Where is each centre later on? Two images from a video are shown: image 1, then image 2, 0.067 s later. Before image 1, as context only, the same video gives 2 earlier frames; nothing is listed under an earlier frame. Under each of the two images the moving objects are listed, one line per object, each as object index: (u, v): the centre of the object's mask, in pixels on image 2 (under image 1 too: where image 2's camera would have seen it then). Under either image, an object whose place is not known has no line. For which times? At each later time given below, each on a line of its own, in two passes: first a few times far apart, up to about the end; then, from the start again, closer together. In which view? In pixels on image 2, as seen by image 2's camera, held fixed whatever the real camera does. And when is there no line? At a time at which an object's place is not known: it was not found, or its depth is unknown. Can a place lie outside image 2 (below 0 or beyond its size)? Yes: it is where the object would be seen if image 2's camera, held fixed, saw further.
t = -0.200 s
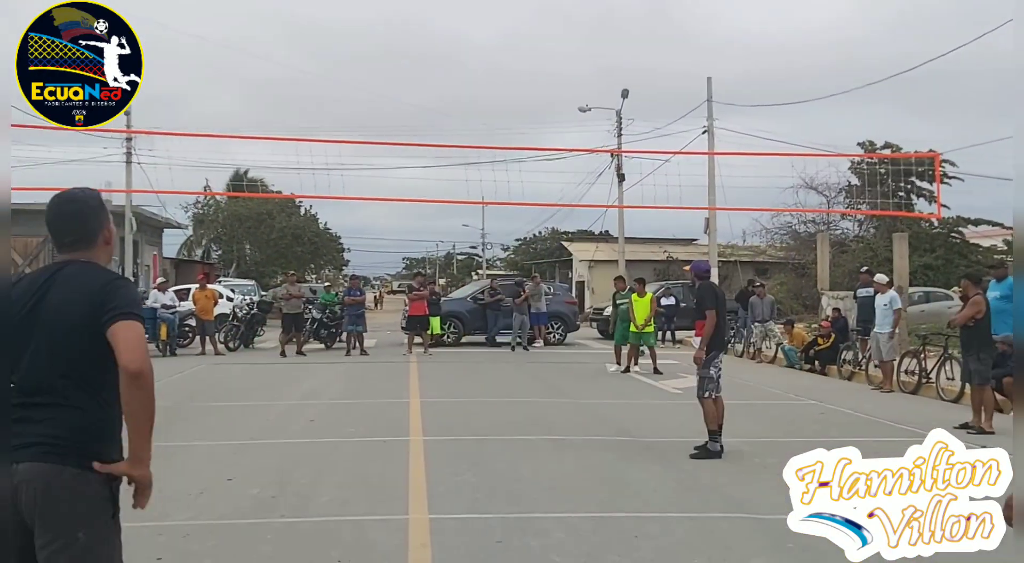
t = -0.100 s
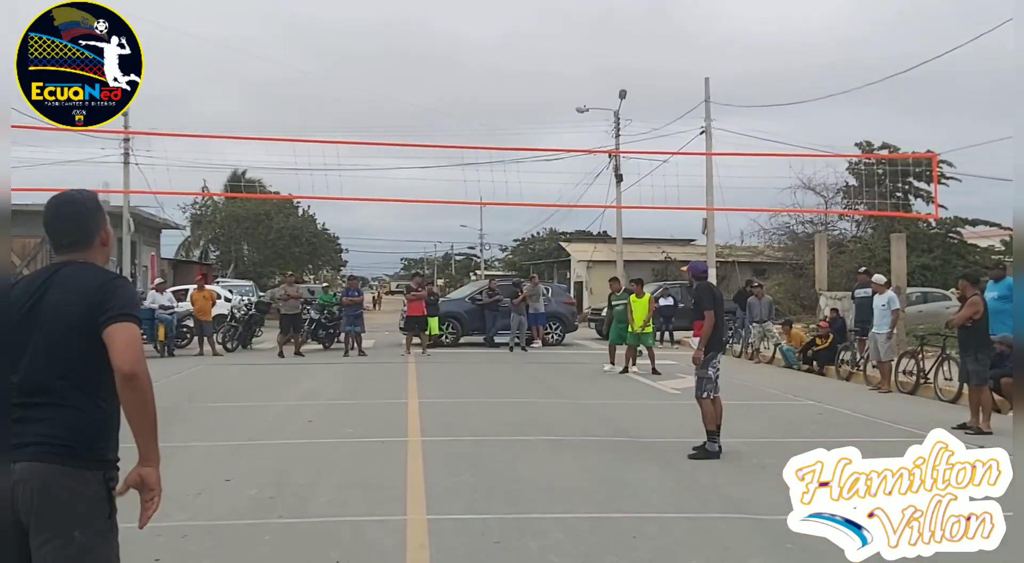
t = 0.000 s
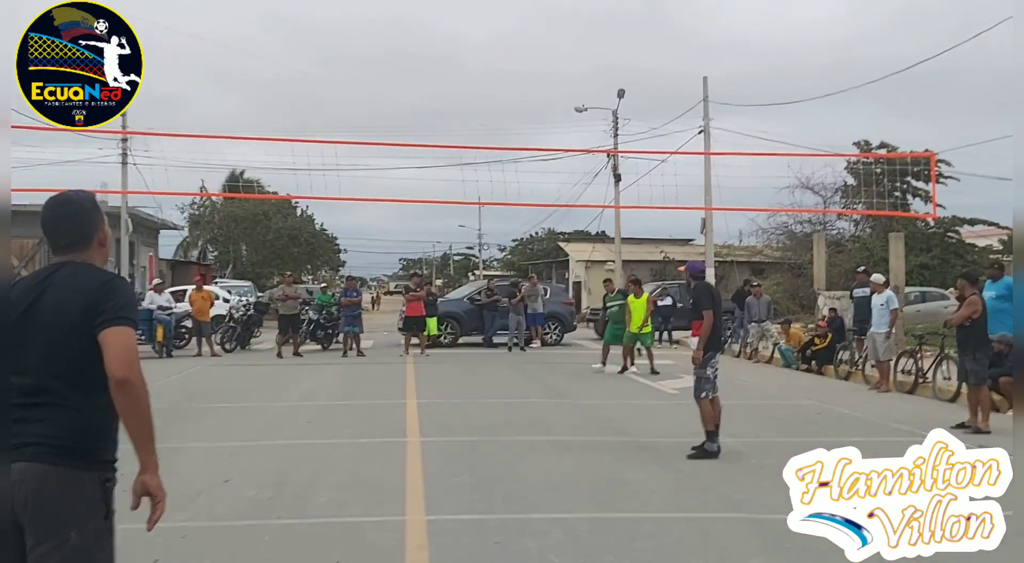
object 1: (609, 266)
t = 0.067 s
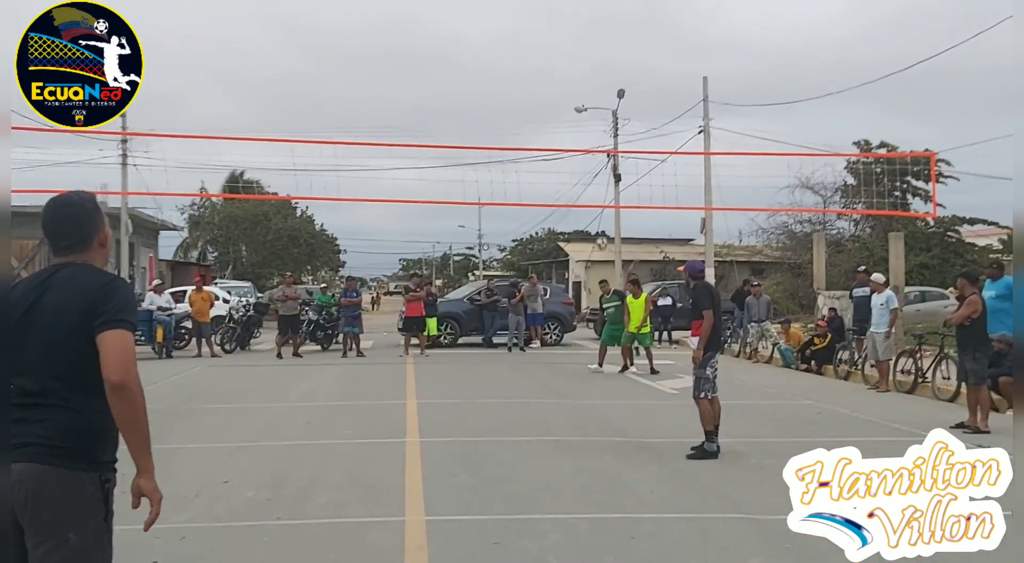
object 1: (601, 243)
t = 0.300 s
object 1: (559, 169)
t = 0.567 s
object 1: (478, 108)
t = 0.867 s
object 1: (275, 129)
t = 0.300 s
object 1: (559, 169)
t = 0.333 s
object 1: (552, 160)
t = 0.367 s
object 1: (543, 151)
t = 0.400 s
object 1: (535, 142)
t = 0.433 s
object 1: (525, 134)
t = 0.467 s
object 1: (514, 127)
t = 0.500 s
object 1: (503, 120)
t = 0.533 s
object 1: (491, 114)
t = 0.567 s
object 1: (478, 108)
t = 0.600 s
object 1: (463, 104)
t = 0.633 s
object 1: (447, 101)
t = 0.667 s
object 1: (430, 99)
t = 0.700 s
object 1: (410, 99)
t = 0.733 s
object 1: (389, 99)
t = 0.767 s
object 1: (365, 103)
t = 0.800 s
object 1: (339, 108)
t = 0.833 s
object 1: (309, 116)
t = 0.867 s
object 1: (275, 129)
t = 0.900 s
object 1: (236, 144)
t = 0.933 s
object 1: (190, 165)
